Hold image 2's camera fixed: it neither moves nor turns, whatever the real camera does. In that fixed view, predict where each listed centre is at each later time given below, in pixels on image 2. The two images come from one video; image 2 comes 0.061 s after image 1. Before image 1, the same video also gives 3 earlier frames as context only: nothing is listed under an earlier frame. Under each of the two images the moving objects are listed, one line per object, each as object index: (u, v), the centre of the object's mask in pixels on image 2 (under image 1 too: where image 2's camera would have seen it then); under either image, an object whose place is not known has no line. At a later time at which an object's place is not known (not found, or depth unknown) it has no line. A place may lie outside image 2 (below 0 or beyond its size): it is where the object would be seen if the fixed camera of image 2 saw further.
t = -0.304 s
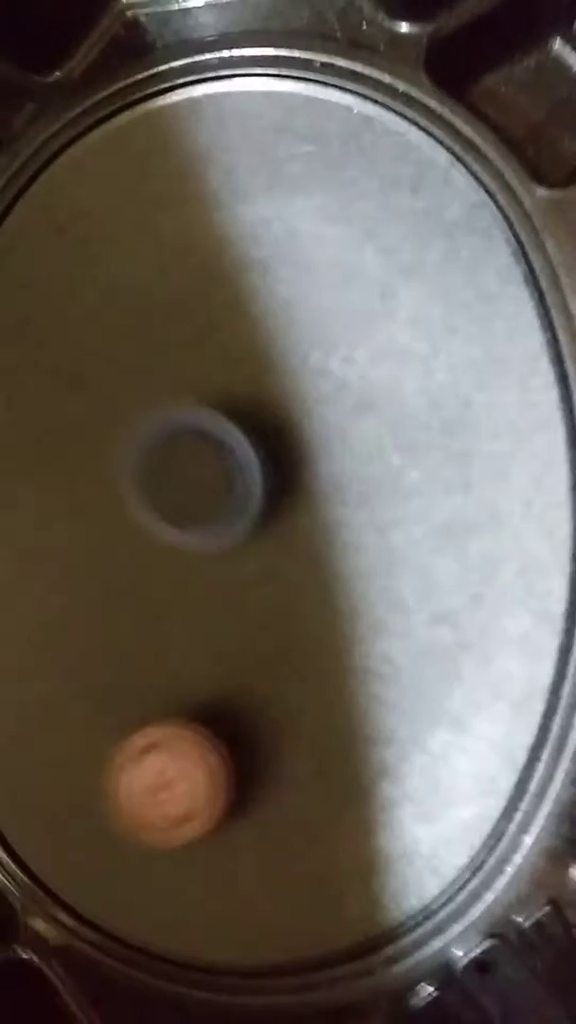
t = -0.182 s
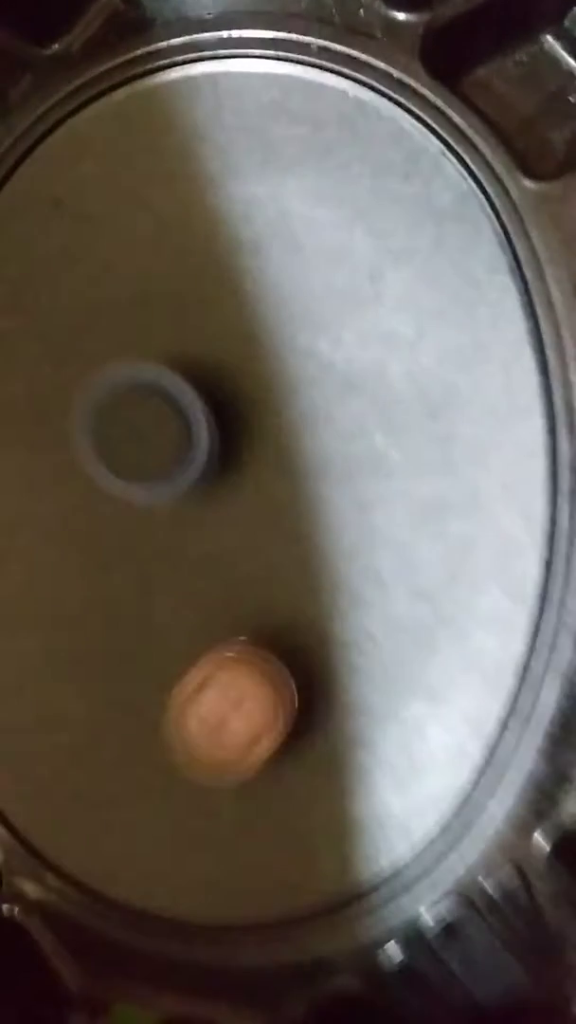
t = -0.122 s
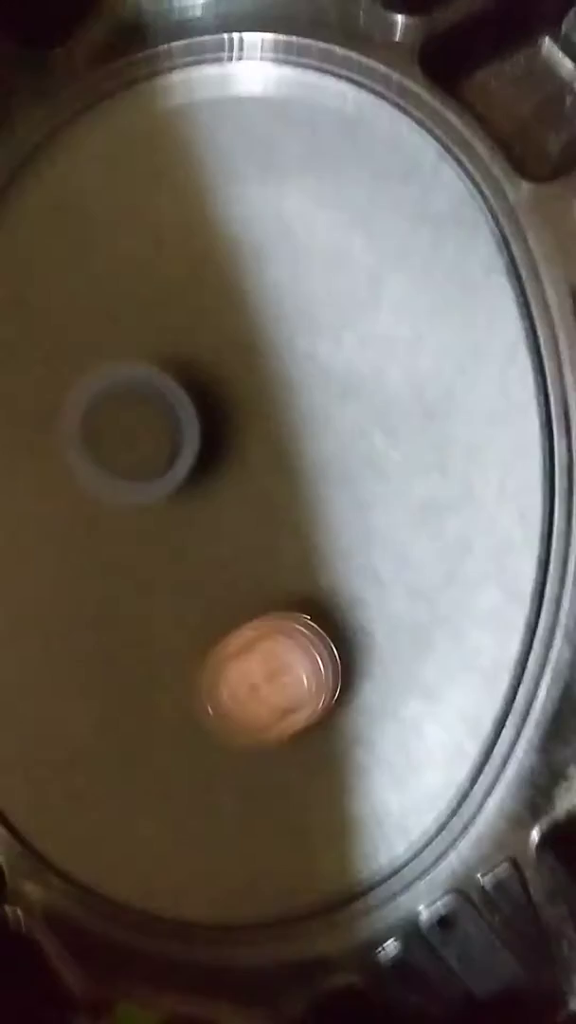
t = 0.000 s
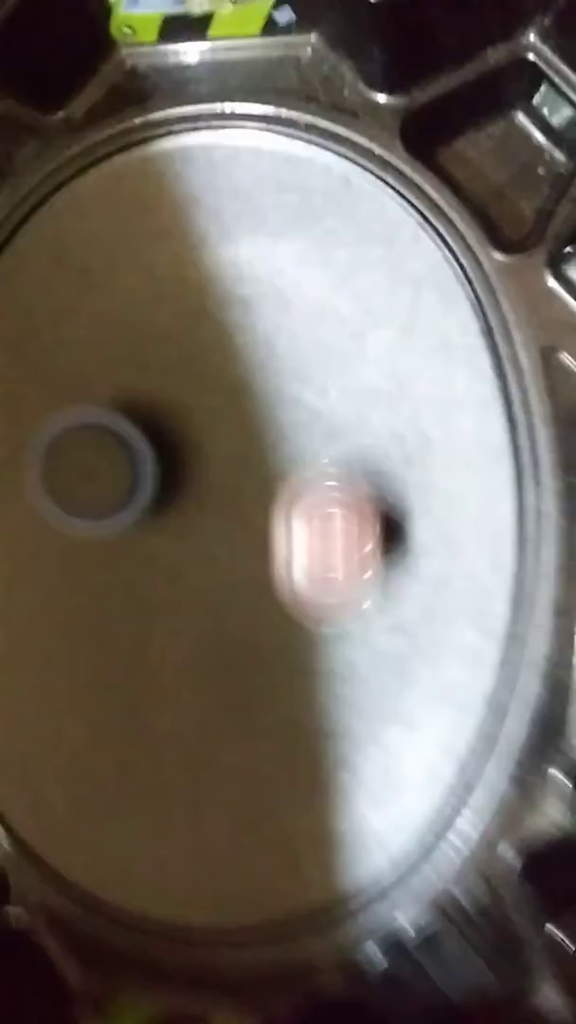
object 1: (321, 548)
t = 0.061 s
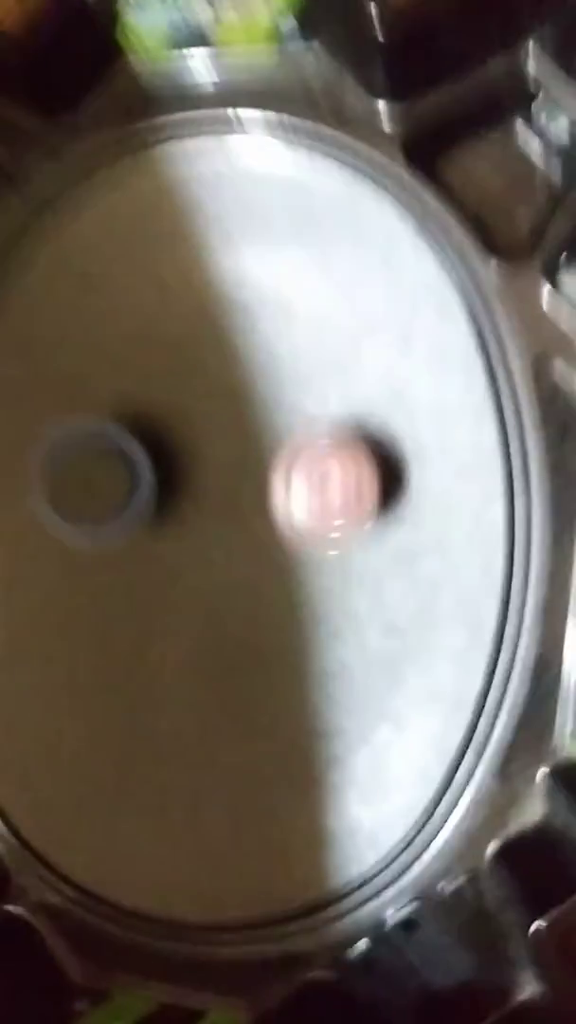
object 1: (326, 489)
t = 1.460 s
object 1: (212, 656)
